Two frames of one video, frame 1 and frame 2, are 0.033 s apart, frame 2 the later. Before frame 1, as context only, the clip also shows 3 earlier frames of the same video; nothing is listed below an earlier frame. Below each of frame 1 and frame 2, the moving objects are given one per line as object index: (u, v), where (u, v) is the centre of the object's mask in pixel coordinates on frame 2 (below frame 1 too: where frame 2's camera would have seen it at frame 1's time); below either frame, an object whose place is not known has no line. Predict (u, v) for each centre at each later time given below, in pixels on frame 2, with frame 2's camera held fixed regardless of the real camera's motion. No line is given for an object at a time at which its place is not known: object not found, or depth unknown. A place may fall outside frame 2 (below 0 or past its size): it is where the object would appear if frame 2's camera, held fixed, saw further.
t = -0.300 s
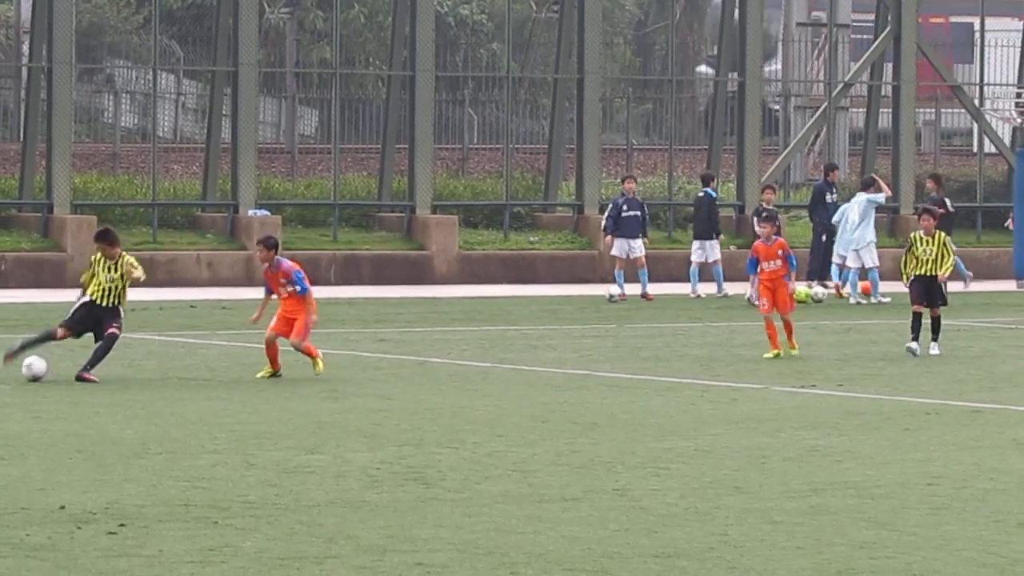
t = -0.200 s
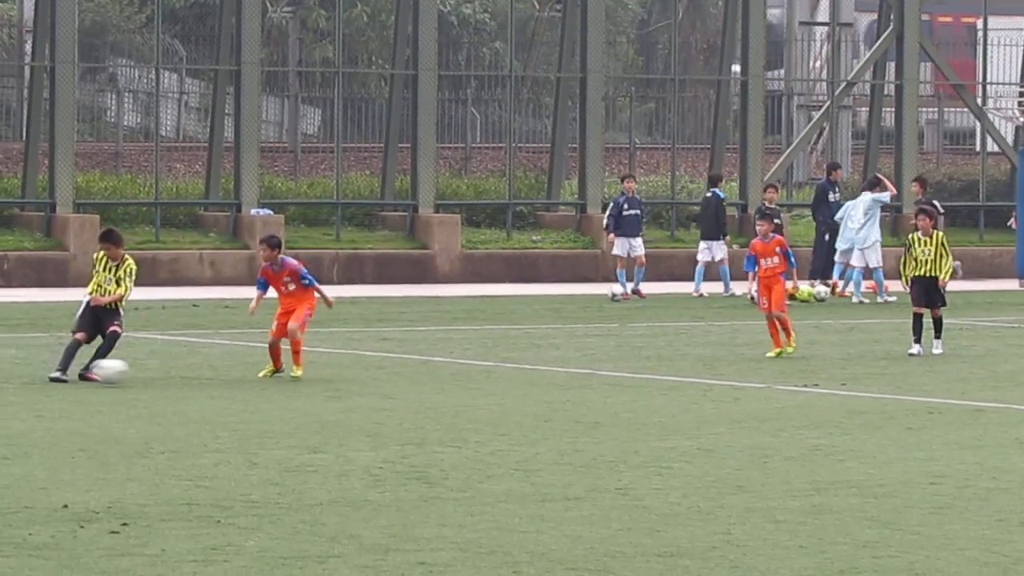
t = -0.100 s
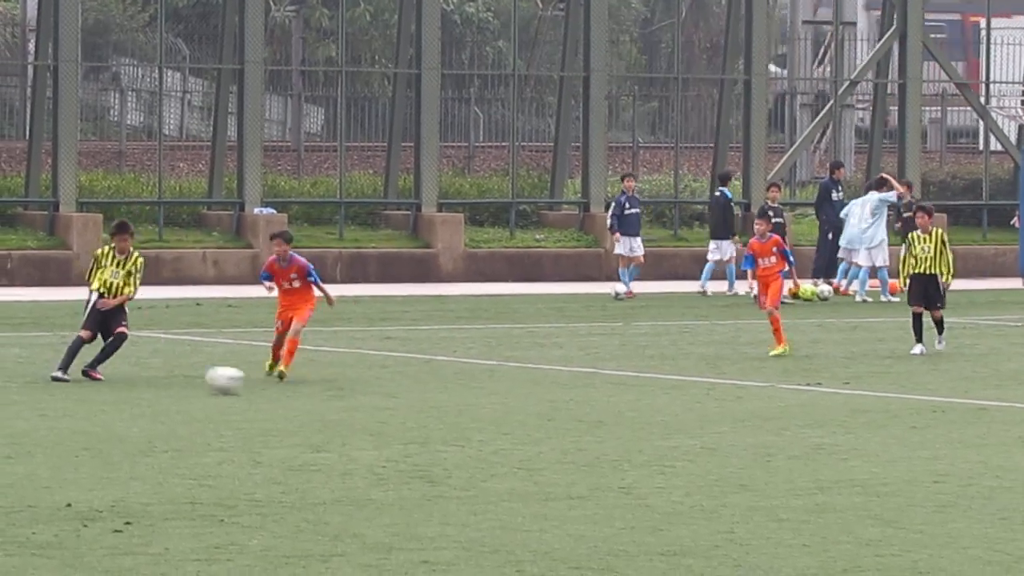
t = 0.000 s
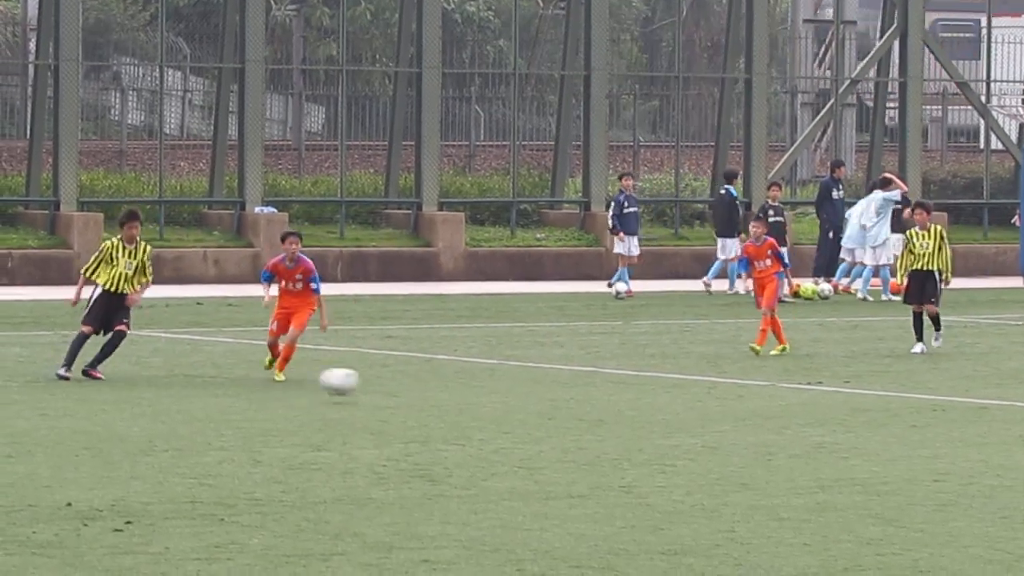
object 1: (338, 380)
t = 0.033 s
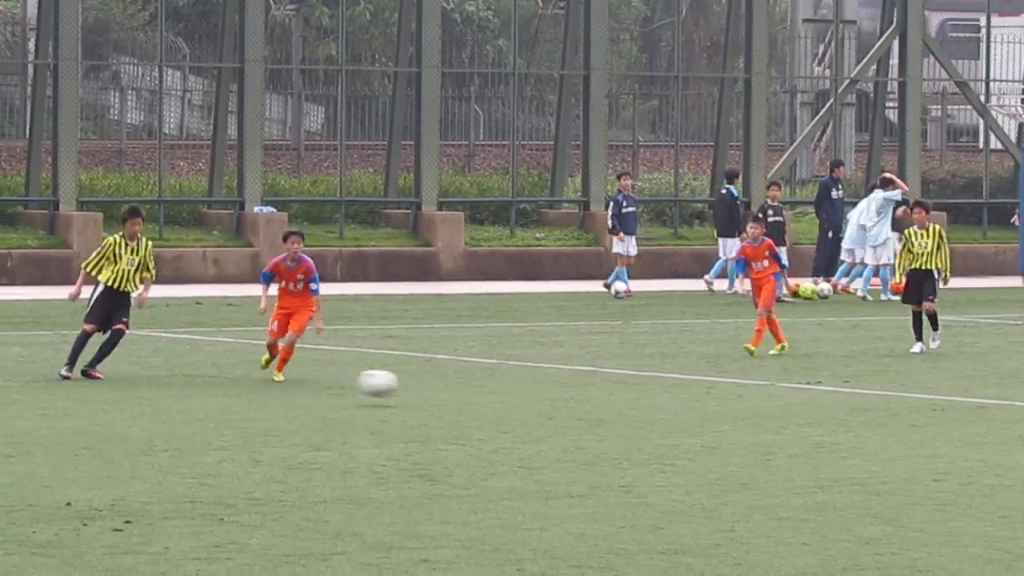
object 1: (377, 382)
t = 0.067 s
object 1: (417, 385)
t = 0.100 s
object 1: (456, 390)
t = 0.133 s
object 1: (498, 396)
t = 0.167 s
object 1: (539, 402)
